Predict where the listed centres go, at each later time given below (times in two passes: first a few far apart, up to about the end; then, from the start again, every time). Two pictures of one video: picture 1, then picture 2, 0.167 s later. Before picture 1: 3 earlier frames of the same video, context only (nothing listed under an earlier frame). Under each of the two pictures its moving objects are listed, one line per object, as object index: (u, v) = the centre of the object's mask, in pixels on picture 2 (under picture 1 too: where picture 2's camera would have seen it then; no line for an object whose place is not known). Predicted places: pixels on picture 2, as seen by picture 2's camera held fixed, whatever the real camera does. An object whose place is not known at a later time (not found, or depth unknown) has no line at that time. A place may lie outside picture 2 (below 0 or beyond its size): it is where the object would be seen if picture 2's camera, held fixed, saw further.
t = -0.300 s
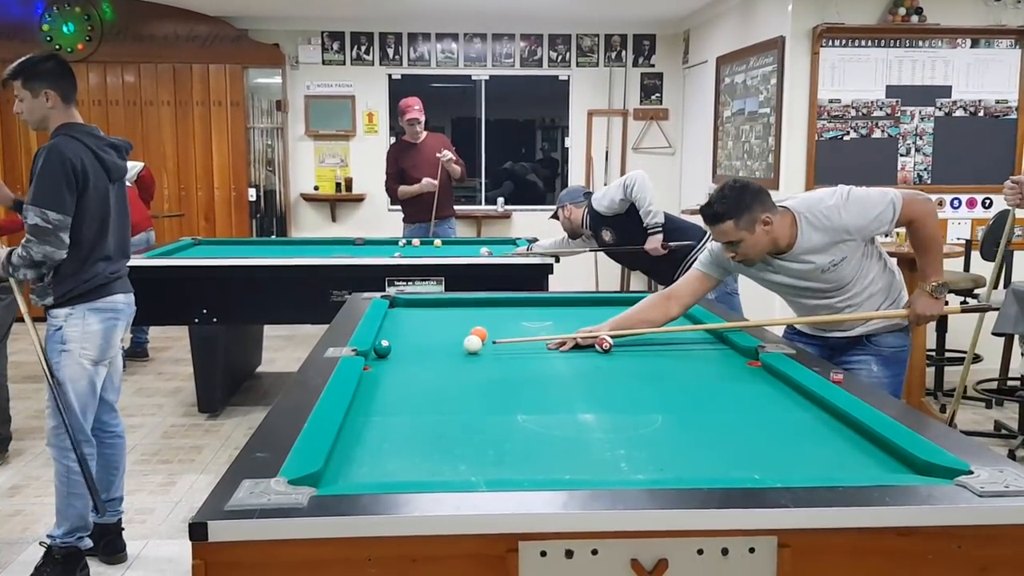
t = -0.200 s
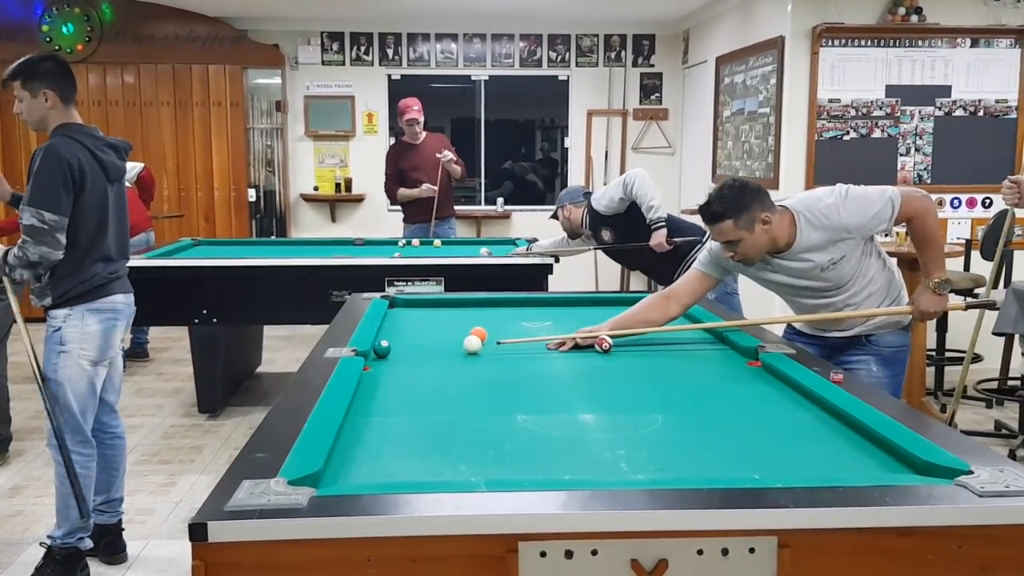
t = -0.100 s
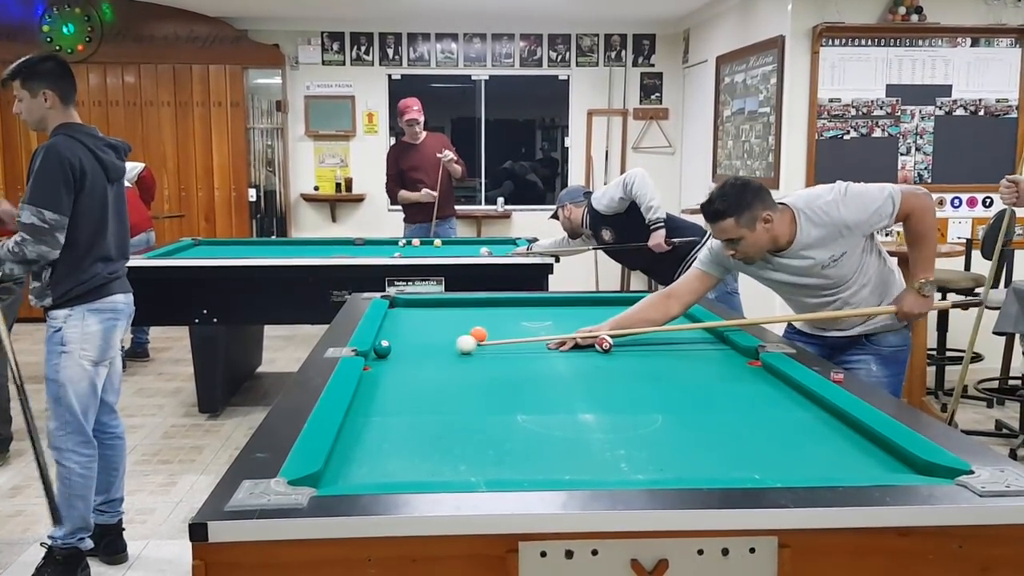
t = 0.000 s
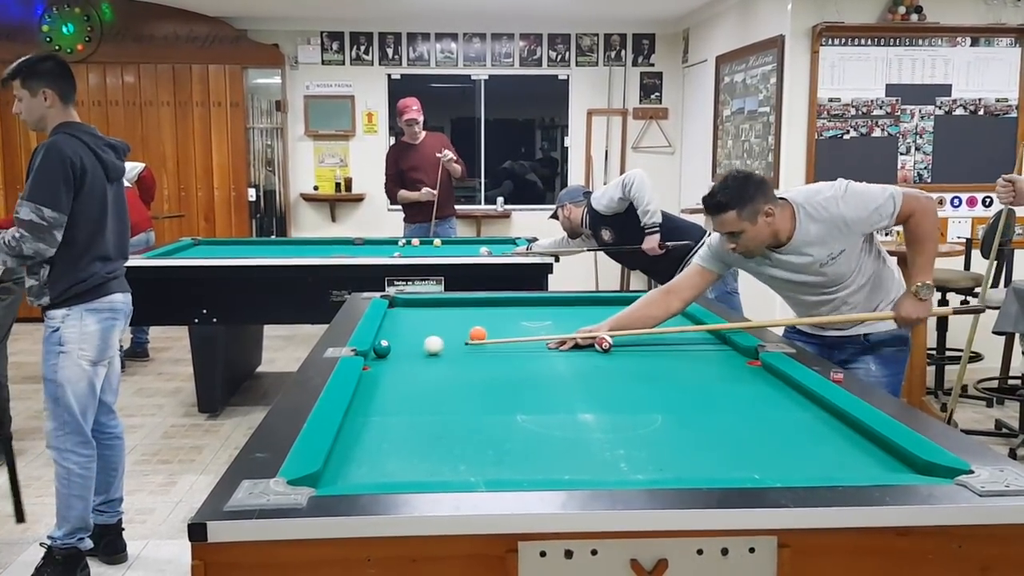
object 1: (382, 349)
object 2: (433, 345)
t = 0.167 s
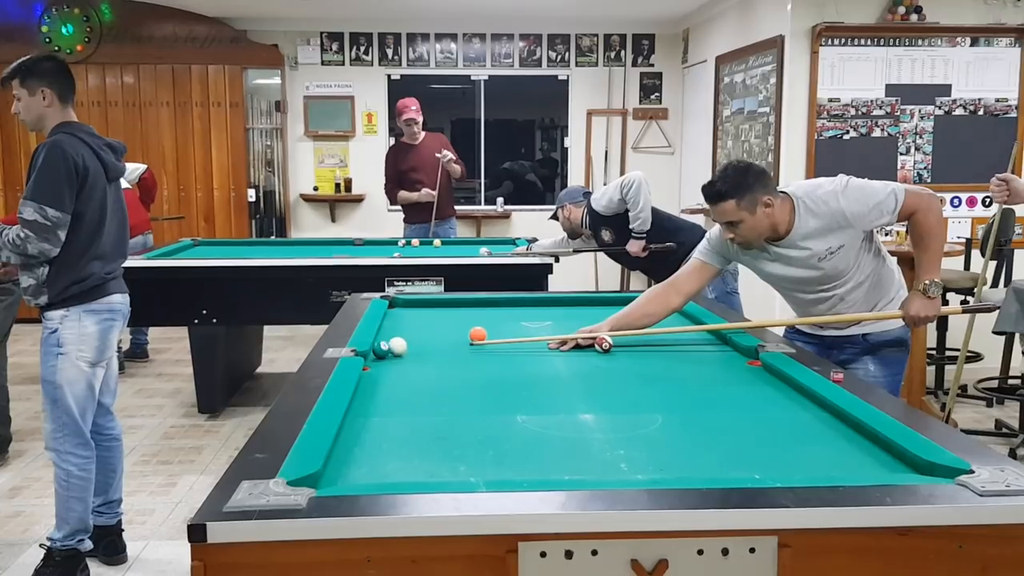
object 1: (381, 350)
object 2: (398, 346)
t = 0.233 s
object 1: (384, 351)
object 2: (397, 344)
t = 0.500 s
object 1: (395, 356)
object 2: (389, 341)
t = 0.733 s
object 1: (405, 360)
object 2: (385, 340)
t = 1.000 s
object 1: (416, 365)
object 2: (385, 337)
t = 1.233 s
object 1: (424, 368)
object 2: (388, 335)
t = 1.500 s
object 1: (433, 371)
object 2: (389, 333)
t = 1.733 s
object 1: (440, 374)
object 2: (389, 332)
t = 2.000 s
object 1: (448, 375)
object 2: (389, 332)
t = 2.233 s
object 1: (452, 377)
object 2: (389, 332)
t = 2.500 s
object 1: (455, 378)
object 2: (389, 331)
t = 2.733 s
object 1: (456, 378)
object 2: (389, 332)
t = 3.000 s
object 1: (456, 378)
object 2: (389, 332)
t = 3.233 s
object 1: (456, 378)
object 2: (389, 331)
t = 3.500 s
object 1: (456, 378)
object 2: (389, 332)
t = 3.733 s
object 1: (456, 378)
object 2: (389, 332)
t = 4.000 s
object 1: (456, 378)
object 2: (389, 332)
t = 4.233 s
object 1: (456, 378)
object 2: (389, 332)
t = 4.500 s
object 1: (456, 378)
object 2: (389, 332)
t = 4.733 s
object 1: (456, 378)
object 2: (389, 331)
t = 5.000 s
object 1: (456, 378)
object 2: (389, 332)
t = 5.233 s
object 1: (456, 378)
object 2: (389, 331)
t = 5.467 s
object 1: (456, 378)
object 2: (389, 332)
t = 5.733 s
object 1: (456, 378)
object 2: (389, 331)
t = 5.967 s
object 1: (456, 378)
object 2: (389, 331)
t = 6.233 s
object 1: (456, 378)
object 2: (389, 332)
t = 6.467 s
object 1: (455, 378)
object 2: (389, 331)
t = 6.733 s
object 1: (456, 378)
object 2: (389, 332)
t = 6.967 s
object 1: (455, 378)
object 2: (389, 332)
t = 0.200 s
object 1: (382, 350)
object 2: (397, 345)
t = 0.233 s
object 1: (384, 351)
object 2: (397, 344)
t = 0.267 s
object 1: (385, 352)
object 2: (397, 344)
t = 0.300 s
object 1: (387, 353)
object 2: (395, 343)
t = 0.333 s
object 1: (388, 353)
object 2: (395, 342)
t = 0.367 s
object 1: (390, 354)
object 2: (394, 341)
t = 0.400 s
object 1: (391, 354)
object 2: (392, 340)
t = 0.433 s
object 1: (392, 355)
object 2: (391, 341)
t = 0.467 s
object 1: (394, 355)
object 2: (390, 341)
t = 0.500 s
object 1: (395, 356)
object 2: (389, 341)
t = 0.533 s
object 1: (397, 356)
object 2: (389, 341)
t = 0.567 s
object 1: (398, 357)
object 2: (388, 341)
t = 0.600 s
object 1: (400, 358)
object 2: (388, 341)
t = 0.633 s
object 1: (401, 358)
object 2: (387, 341)
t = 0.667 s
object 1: (403, 359)
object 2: (386, 340)
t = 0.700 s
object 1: (404, 360)
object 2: (385, 340)
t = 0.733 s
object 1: (405, 360)
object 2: (385, 340)
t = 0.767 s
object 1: (407, 361)
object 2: (384, 339)
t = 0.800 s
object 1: (408, 361)
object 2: (384, 339)
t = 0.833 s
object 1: (409, 362)
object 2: (383, 339)
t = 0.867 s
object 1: (411, 362)
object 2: (384, 338)
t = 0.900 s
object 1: (412, 363)
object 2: (384, 338)
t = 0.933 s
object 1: (413, 363)
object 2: (384, 338)
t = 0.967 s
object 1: (415, 364)
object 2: (385, 337)
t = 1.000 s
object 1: (416, 365)
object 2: (385, 337)
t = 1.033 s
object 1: (417, 365)
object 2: (386, 337)
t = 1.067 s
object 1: (418, 366)
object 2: (386, 336)
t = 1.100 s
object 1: (419, 366)
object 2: (386, 336)
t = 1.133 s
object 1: (420, 366)
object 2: (387, 336)
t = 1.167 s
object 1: (422, 367)
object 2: (387, 336)
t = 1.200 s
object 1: (423, 367)
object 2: (387, 335)
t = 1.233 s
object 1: (424, 368)
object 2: (388, 335)
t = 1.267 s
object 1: (425, 368)
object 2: (388, 335)
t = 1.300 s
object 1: (426, 369)
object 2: (388, 335)
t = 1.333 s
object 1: (427, 369)
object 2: (388, 334)
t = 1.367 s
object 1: (428, 370)
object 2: (388, 334)
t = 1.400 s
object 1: (430, 370)
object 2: (388, 334)
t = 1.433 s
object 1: (431, 371)
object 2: (389, 334)
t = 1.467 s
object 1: (432, 371)
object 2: (389, 334)
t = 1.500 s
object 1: (433, 371)
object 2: (389, 333)
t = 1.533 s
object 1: (434, 372)
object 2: (389, 333)
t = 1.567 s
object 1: (435, 372)
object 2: (389, 333)
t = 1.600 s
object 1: (436, 372)
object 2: (389, 333)
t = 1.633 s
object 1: (437, 373)
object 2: (389, 333)
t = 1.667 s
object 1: (438, 373)
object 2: (389, 333)
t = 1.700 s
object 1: (439, 374)
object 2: (389, 333)
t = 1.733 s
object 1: (440, 374)
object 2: (389, 332)
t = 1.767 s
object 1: (441, 374)
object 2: (389, 332)
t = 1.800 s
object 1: (442, 374)
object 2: (389, 332)
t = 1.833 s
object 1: (443, 374)
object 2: (389, 332)
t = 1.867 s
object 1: (444, 374)
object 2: (389, 332)
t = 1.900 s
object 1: (445, 375)
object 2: (389, 332)
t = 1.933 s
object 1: (446, 375)
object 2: (389, 332)
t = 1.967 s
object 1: (447, 375)
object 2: (389, 332)
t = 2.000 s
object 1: (448, 375)
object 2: (389, 332)
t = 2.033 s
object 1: (448, 376)
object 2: (389, 332)
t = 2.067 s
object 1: (449, 376)
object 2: (389, 332)
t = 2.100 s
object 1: (450, 376)
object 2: (389, 332)
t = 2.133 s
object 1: (450, 376)
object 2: (389, 332)
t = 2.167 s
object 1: (451, 377)
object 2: (389, 332)
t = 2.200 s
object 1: (451, 377)
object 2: (389, 332)
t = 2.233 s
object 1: (452, 377)
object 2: (389, 332)
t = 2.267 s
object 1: (452, 377)
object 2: (389, 331)
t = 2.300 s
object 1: (453, 377)
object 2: (389, 331)
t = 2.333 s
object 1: (453, 377)
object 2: (389, 332)
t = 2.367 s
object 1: (454, 377)
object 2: (389, 332)
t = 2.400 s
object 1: (455, 377)
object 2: (389, 332)
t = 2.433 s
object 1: (455, 378)
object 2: (389, 332)
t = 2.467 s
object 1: (455, 378)
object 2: (389, 332)
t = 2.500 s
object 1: (455, 378)
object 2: (389, 331)
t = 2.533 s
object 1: (456, 378)
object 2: (389, 331)
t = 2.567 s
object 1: (456, 378)
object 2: (389, 332)
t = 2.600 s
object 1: (456, 378)
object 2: (389, 331)
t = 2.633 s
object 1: (456, 378)
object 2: (389, 332)
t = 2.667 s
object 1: (456, 378)
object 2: (389, 331)
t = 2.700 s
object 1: (456, 378)
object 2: (389, 332)
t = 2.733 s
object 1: (456, 378)
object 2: (389, 332)
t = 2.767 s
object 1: (456, 378)
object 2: (389, 332)
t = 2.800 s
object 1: (456, 378)
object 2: (389, 332)
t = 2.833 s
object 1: (456, 378)
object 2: (389, 332)
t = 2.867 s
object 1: (456, 378)
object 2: (389, 332)
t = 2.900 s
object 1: (456, 378)
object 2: (389, 332)
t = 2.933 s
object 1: (456, 378)
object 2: (389, 331)
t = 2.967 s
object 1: (456, 378)
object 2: (389, 332)
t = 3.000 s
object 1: (456, 378)
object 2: (389, 332)
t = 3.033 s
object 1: (456, 378)
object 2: (389, 332)
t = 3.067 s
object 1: (456, 378)
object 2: (389, 331)
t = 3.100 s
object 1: (456, 378)
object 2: (389, 332)
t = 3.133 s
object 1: (456, 378)
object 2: (389, 332)
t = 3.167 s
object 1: (456, 378)
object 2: (389, 331)
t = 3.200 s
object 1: (456, 378)
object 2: (389, 331)
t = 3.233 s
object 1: (456, 378)
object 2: (389, 331)
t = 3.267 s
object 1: (456, 378)
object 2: (389, 332)
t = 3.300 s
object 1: (456, 378)
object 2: (389, 332)
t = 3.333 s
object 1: (456, 378)
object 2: (389, 332)
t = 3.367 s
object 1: (456, 378)
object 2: (389, 332)
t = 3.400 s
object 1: (456, 378)
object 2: (389, 332)
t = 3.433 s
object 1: (456, 378)
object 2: (389, 332)
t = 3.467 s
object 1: (455, 378)
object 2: (389, 332)
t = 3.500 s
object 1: (456, 378)
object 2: (389, 332)
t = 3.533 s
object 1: (456, 378)
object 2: (389, 332)
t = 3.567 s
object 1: (456, 378)
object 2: (389, 331)
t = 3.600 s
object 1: (456, 378)
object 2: (389, 332)
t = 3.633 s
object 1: (456, 378)
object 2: (389, 332)
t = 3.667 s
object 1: (456, 378)
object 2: (389, 332)
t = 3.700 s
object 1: (456, 378)
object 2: (389, 331)
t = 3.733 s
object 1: (456, 378)
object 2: (389, 332)
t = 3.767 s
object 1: (456, 378)
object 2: (389, 331)
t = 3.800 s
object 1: (456, 378)
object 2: (389, 332)
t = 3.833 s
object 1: (456, 378)
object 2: (389, 332)
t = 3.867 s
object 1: (455, 378)
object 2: (389, 332)
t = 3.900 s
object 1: (456, 378)
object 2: (389, 332)
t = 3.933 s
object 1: (456, 378)
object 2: (389, 332)
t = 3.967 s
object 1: (456, 378)
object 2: (389, 332)
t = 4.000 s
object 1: (456, 378)
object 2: (389, 332)
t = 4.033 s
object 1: (456, 378)
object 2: (389, 332)
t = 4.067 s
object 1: (456, 378)
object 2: (389, 332)
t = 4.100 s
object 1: (456, 378)
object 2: (389, 332)
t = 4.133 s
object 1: (456, 378)
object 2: (389, 332)
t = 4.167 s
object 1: (456, 378)
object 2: (389, 332)
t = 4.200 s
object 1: (456, 378)
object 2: (389, 332)
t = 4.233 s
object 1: (456, 378)
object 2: (389, 332)
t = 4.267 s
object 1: (456, 378)
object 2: (389, 332)
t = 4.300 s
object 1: (456, 378)
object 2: (389, 332)
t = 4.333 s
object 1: (456, 378)
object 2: (389, 332)
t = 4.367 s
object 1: (456, 378)
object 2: (389, 332)
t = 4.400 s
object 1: (456, 378)
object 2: (389, 332)
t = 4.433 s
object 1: (456, 378)
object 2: (389, 332)
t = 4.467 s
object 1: (455, 378)
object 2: (389, 332)
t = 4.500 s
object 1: (456, 378)
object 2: (389, 332)
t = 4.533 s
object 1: (456, 378)
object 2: (389, 332)
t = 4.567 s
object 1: (456, 378)
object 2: (389, 332)
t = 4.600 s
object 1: (456, 378)
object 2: (389, 332)
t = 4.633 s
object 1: (456, 378)
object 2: (389, 332)
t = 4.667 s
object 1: (456, 378)
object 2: (389, 332)
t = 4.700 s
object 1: (456, 378)
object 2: (389, 332)
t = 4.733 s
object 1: (456, 378)
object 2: (389, 331)
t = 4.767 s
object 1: (456, 378)
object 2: (389, 332)
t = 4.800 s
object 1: (456, 378)
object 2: (389, 332)
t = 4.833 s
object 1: (456, 378)
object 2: (389, 332)
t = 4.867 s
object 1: (456, 378)
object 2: (389, 332)
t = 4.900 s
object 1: (456, 378)
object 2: (389, 332)
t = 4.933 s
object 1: (456, 378)
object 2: (389, 332)
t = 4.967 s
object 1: (456, 378)
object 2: (389, 332)
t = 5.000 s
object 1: (456, 378)
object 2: (389, 332)
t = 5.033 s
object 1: (456, 378)
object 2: (389, 332)
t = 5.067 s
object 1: (456, 378)
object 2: (389, 332)
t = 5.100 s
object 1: (456, 378)
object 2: (389, 332)
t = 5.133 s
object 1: (456, 378)
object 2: (389, 332)
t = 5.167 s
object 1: (456, 378)
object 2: (389, 332)
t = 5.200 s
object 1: (456, 378)
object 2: (389, 332)
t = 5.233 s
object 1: (456, 378)
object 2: (389, 331)
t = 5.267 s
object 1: (456, 378)
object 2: (389, 332)
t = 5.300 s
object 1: (456, 378)
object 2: (389, 331)
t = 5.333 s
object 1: (456, 378)
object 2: (389, 332)
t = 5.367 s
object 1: (456, 378)
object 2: (389, 331)
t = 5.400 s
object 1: (456, 378)
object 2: (389, 331)
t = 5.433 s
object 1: (456, 378)
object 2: (389, 332)
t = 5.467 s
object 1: (456, 378)
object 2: (389, 332)
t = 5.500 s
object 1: (456, 378)
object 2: (389, 331)
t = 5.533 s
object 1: (456, 378)
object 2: (389, 332)
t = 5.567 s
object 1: (456, 378)
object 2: (389, 331)
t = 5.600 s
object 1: (456, 378)
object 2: (389, 331)
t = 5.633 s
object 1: (456, 378)
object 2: (389, 331)
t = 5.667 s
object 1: (456, 378)
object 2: (389, 331)
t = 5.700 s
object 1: (455, 378)
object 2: (389, 332)
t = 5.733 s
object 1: (456, 378)
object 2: (389, 331)
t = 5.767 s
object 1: (456, 378)
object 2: (389, 331)
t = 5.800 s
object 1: (456, 378)
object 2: (389, 331)
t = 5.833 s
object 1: (456, 378)
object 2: (389, 331)
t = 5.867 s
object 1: (456, 378)
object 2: (389, 331)
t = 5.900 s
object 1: (456, 378)
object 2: (389, 331)
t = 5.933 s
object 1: (455, 378)
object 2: (389, 331)
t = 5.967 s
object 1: (456, 378)
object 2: (389, 331)
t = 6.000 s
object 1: (455, 378)
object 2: (389, 331)
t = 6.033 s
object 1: (455, 378)
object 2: (389, 331)
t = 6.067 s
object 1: (455, 378)
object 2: (389, 331)
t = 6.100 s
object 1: (456, 378)
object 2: (389, 331)
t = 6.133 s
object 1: (455, 378)
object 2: (389, 331)
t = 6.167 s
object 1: (455, 378)
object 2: (389, 331)
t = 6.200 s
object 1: (456, 378)
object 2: (389, 331)
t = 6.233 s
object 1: (456, 378)
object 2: (389, 332)
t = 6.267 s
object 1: (456, 378)
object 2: (389, 332)
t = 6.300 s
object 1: (455, 378)
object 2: (389, 332)
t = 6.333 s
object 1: (455, 378)
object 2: (389, 332)
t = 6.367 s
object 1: (455, 378)
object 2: (389, 331)
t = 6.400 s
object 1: (456, 378)
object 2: (389, 331)
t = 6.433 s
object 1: (455, 378)
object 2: (389, 331)
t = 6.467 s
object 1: (455, 378)
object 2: (389, 331)
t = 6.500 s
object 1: (455, 378)
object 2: (389, 331)
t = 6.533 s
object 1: (455, 378)
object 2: (389, 331)
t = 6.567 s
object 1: (455, 378)
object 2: (389, 331)
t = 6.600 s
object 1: (455, 378)
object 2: (389, 331)
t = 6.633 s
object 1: (455, 378)
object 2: (389, 331)
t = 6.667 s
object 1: (455, 378)
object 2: (389, 331)
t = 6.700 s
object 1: (455, 378)
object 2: (389, 332)
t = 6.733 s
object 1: (456, 378)
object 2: (389, 332)
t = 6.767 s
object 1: (455, 378)
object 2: (389, 332)
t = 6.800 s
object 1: (456, 378)
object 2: (389, 332)
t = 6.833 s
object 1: (455, 378)
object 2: (389, 332)
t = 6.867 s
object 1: (455, 378)
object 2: (389, 332)
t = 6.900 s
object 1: (455, 378)
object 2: (389, 332)
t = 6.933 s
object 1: (455, 378)
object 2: (389, 331)
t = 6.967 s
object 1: (455, 378)
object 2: (389, 332)
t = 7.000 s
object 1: (455, 378)
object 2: (389, 332)
